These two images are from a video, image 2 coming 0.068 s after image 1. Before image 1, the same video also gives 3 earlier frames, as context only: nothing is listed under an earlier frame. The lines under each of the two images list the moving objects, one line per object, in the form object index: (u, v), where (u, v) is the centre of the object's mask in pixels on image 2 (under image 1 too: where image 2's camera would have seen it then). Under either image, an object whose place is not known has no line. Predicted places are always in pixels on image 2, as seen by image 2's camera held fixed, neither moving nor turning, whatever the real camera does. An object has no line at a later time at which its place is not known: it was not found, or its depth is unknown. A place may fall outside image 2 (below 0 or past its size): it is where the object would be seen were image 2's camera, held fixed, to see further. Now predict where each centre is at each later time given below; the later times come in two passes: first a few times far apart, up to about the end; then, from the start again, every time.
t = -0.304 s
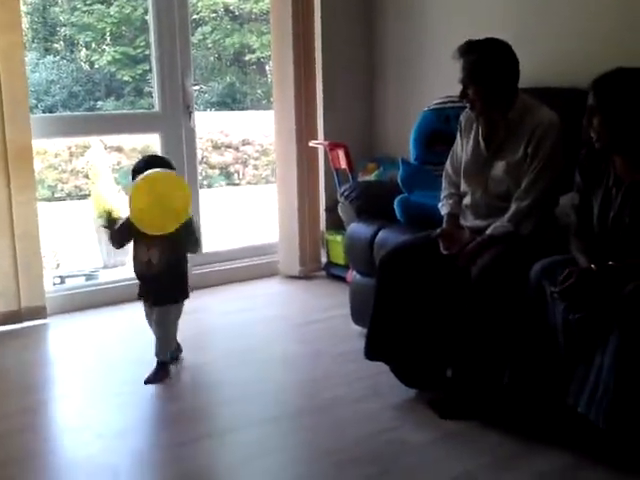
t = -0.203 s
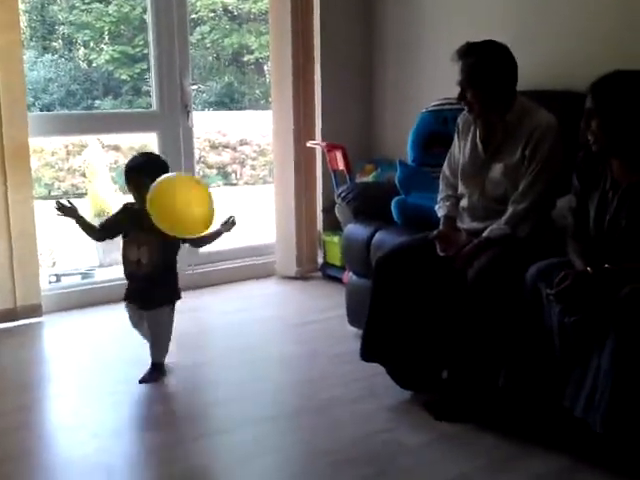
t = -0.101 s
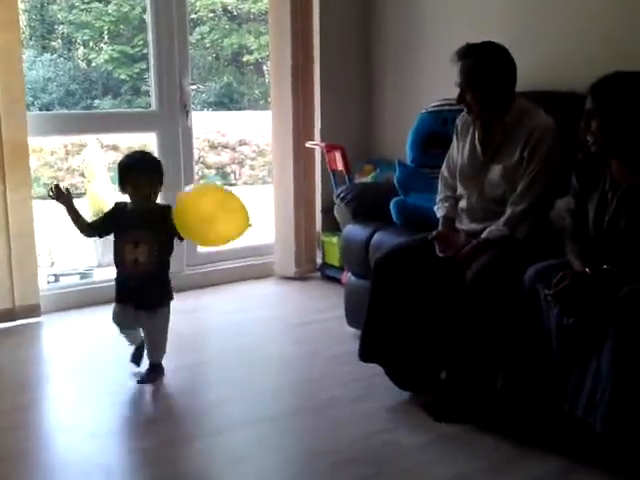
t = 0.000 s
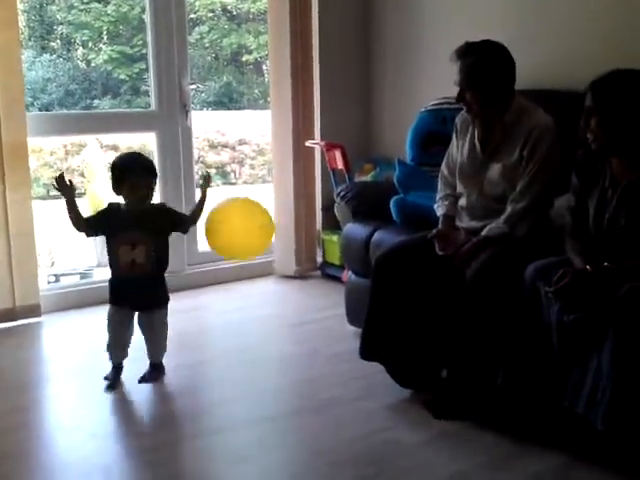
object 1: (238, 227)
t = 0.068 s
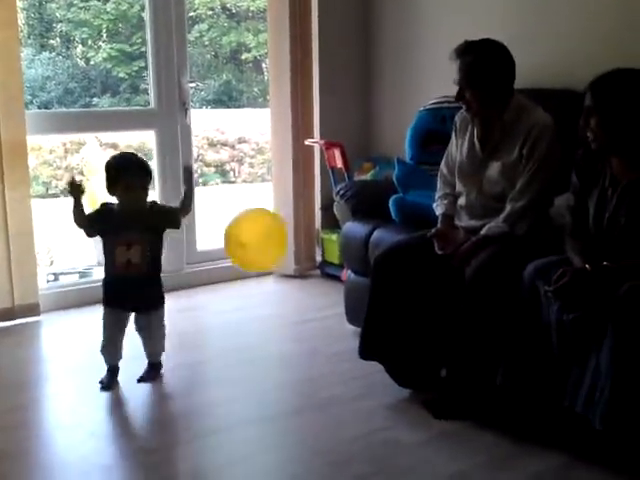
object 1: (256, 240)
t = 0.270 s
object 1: (301, 282)
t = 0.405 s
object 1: (319, 318)
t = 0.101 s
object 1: (265, 246)
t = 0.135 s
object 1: (273, 253)
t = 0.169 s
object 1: (281, 260)
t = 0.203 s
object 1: (289, 268)
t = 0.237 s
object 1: (295, 274)
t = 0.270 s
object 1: (301, 282)
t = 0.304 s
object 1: (307, 290)
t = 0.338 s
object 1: (312, 299)
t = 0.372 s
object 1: (316, 308)
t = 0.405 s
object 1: (319, 318)
